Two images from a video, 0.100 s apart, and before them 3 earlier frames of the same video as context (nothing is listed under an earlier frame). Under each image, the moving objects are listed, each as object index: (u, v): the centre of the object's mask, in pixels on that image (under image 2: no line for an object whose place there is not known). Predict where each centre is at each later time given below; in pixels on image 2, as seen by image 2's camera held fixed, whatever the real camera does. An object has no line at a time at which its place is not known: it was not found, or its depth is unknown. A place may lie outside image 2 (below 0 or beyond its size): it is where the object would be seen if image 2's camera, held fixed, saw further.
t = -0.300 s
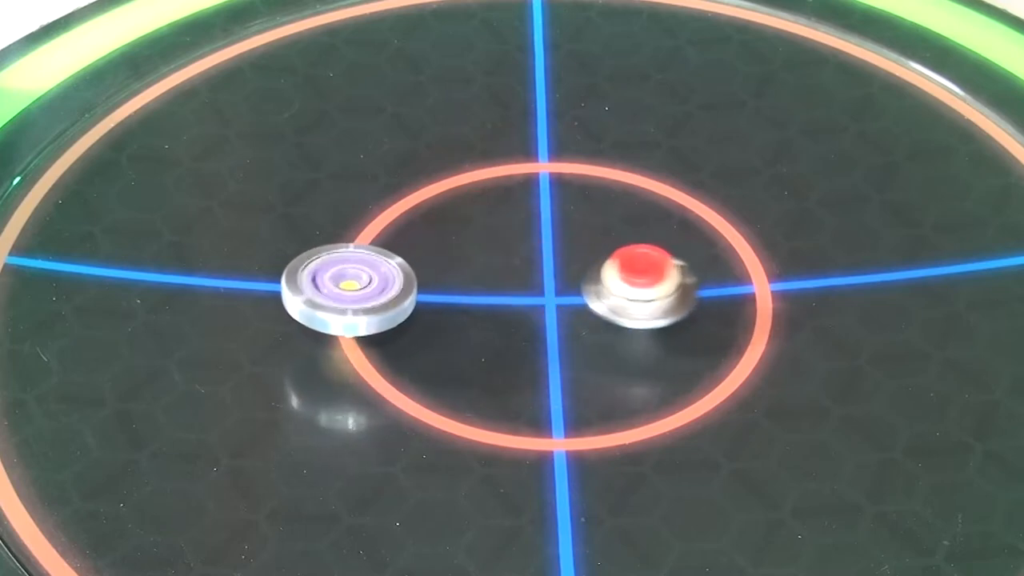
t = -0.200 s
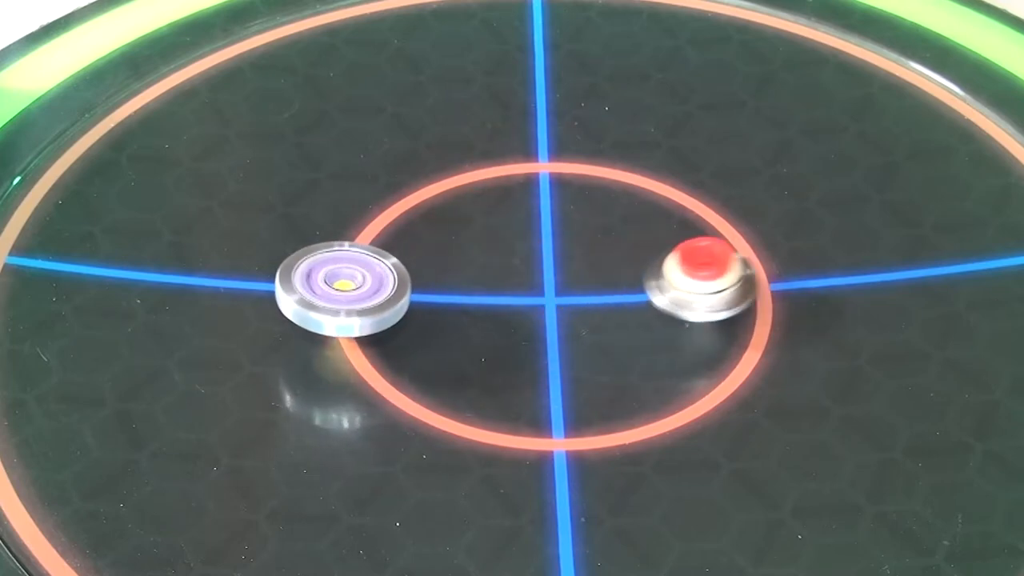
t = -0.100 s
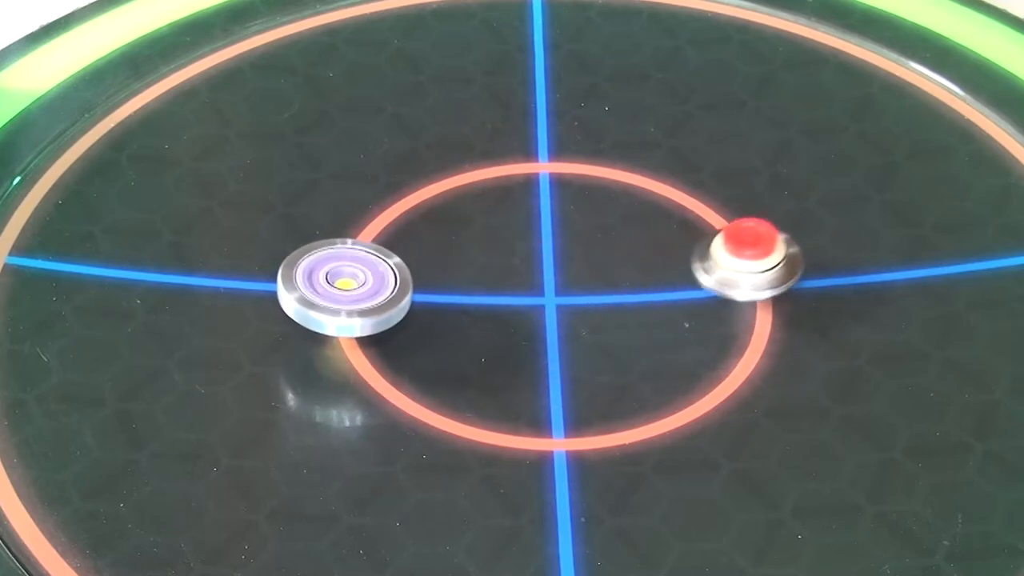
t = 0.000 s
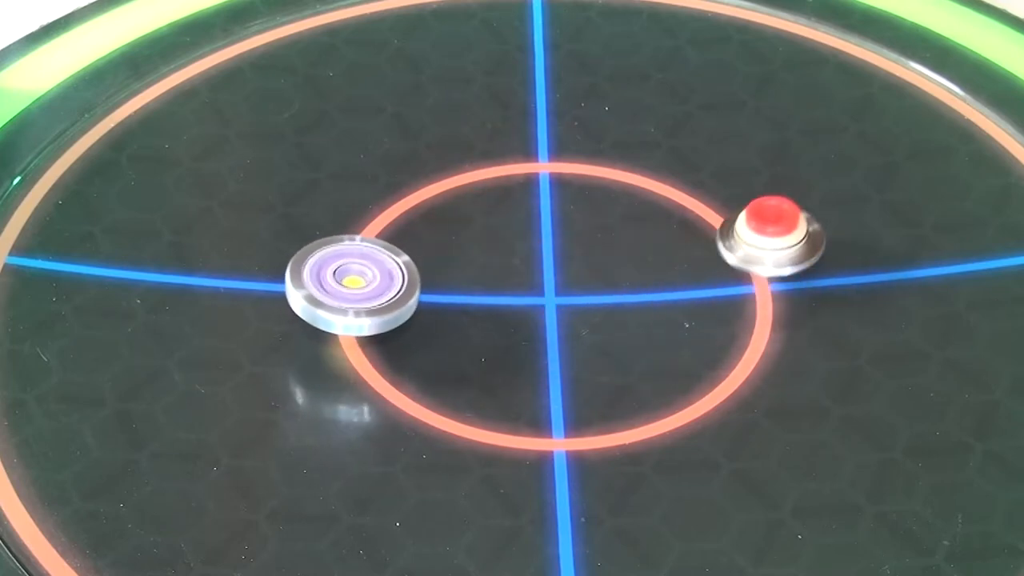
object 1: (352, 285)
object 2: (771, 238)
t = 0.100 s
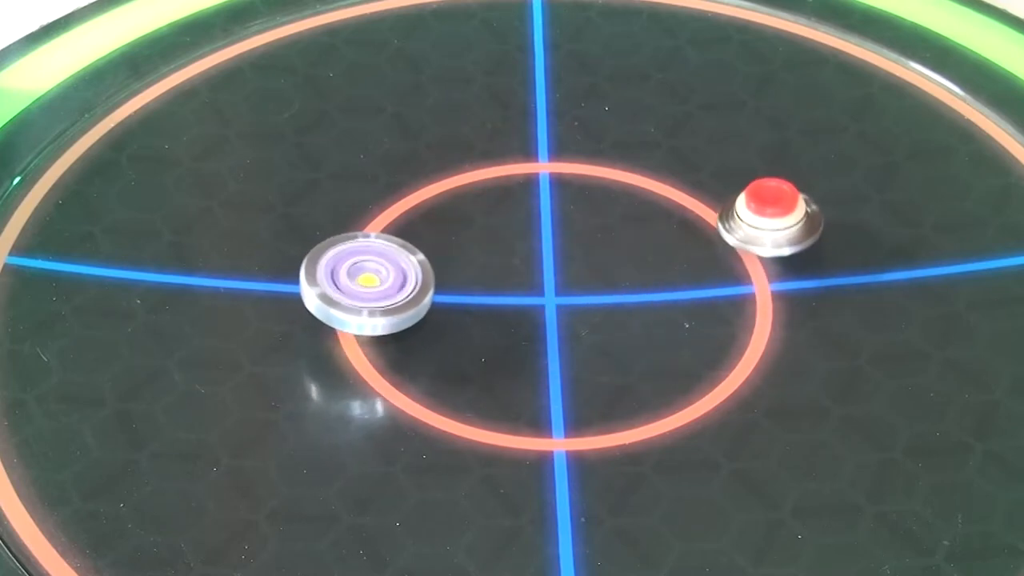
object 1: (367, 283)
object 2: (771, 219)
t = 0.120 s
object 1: (370, 283)
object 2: (768, 216)
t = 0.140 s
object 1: (373, 283)
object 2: (764, 213)
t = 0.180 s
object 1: (381, 283)
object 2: (752, 209)
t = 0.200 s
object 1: (386, 283)
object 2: (745, 207)
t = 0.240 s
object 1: (395, 283)
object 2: (728, 203)
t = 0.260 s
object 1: (399, 283)
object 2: (718, 202)
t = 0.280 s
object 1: (404, 283)
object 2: (707, 202)
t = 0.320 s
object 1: (415, 283)
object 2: (684, 202)
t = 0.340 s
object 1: (420, 283)
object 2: (671, 203)
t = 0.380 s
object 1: (430, 283)
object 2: (646, 207)
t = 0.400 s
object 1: (435, 283)
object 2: (634, 210)
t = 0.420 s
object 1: (440, 283)
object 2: (622, 213)
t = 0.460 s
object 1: (451, 284)
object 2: (599, 221)
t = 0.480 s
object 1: (457, 284)
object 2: (587, 225)
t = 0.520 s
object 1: (468, 285)
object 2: (567, 236)
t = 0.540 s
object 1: (474, 285)
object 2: (563, 240)
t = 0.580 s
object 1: (464, 292)
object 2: (563, 248)
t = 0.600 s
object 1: (455, 295)
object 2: (566, 251)
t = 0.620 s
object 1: (448, 299)
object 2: (573, 253)
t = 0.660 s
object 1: (440, 304)
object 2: (584, 258)
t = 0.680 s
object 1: (440, 306)
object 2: (590, 261)
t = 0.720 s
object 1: (443, 310)
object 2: (601, 266)
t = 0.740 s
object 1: (445, 313)
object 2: (606, 268)
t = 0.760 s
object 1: (447, 315)
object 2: (610, 270)
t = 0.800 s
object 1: (451, 320)
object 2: (620, 273)
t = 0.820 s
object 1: (453, 322)
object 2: (625, 275)
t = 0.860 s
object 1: (456, 327)
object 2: (634, 277)
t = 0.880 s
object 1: (458, 329)
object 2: (638, 277)
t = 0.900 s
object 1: (459, 331)
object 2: (642, 277)
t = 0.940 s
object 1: (462, 336)
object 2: (647, 275)
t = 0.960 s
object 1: (464, 338)
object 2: (650, 274)
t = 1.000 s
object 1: (467, 342)
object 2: (653, 272)
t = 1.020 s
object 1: (469, 343)
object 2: (654, 271)
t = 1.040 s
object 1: (471, 346)
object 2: (654, 270)
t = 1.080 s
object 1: (474, 348)
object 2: (653, 268)
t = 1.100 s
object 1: (476, 350)
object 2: (651, 267)
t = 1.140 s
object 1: (480, 353)
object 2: (647, 265)
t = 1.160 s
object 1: (481, 354)
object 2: (644, 264)
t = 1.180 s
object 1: (483, 355)
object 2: (641, 263)
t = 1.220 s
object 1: (488, 358)
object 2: (634, 262)
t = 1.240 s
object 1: (490, 359)
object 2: (630, 262)
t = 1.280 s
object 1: (495, 360)
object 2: (619, 262)
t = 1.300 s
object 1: (498, 361)
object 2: (614, 262)
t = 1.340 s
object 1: (503, 361)
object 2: (603, 263)
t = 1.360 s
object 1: (506, 361)
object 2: (597, 264)
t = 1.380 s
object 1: (509, 361)
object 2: (591, 265)
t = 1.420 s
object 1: (515, 361)
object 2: (579, 268)
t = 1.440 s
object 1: (517, 360)
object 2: (574, 270)
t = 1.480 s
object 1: (523, 359)
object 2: (564, 274)
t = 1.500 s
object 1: (526, 358)
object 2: (560, 275)
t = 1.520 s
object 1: (529, 358)
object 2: (556, 276)
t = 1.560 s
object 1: (535, 356)
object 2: (547, 280)
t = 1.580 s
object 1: (538, 354)
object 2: (542, 280)
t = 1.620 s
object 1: (539, 356)
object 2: (537, 283)
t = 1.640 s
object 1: (537, 361)
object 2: (540, 283)
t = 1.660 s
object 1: (536, 364)
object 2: (543, 283)
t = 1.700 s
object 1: (538, 365)
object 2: (550, 282)
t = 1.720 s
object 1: (540, 367)
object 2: (553, 282)
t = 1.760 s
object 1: (541, 370)
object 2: (560, 281)
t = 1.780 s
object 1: (542, 371)
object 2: (563, 280)
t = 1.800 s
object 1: (543, 372)
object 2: (565, 279)
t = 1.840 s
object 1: (544, 374)
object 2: (570, 276)
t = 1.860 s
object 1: (544, 375)
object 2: (573, 274)
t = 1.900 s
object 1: (545, 376)
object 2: (577, 270)
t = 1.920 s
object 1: (546, 376)
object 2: (579, 268)
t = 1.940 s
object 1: (547, 376)
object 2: (579, 266)
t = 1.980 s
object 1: (548, 375)
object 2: (579, 262)
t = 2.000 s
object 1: (548, 374)
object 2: (578, 260)
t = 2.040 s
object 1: (550, 372)
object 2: (575, 256)
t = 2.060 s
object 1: (551, 371)
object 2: (574, 254)
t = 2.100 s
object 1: (553, 368)
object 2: (569, 251)
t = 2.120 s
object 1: (554, 366)
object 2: (567, 250)
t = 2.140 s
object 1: (554, 365)
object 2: (564, 248)
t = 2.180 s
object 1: (556, 361)
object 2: (558, 247)
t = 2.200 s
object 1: (557, 359)
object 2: (555, 247)
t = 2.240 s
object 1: (560, 355)
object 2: (549, 246)
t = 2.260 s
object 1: (561, 353)
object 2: (545, 246)
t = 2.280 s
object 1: (563, 351)
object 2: (542, 246)
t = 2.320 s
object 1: (565, 346)
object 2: (536, 247)
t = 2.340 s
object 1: (567, 344)
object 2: (533, 248)
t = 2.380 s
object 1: (570, 339)
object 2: (527, 250)
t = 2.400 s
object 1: (572, 337)
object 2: (525, 251)
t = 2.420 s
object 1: (574, 334)
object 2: (521, 252)
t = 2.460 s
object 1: (577, 329)
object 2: (517, 254)
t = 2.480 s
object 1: (580, 327)
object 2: (515, 256)
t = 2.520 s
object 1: (584, 322)
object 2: (511, 258)
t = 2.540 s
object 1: (587, 319)
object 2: (509, 260)
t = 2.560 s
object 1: (589, 317)
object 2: (509, 263)
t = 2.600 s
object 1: (594, 312)
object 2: (508, 266)
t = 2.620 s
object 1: (597, 309)
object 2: (509, 269)
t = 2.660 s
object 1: (604, 306)
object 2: (509, 271)
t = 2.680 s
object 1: (607, 304)
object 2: (510, 272)
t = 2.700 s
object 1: (610, 302)
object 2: (510, 273)
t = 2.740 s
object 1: (617, 298)
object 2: (513, 274)
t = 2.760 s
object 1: (620, 297)
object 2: (515, 275)
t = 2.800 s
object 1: (628, 293)
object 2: (519, 276)
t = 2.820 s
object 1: (631, 293)
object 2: (521, 276)
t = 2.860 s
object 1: (641, 293)
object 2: (529, 275)
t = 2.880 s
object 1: (647, 293)
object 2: (533, 275)
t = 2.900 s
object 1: (654, 294)
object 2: (538, 274)
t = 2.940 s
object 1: (672, 295)
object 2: (548, 272)
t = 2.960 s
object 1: (680, 294)
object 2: (554, 270)
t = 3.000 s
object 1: (696, 294)
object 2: (565, 268)
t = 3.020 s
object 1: (704, 294)
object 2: (570, 266)
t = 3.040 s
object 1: (711, 294)
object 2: (575, 264)
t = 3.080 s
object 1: (722, 294)
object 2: (584, 259)
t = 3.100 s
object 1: (728, 295)
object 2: (588, 257)
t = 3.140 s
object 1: (736, 295)
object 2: (594, 252)
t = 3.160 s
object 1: (740, 296)
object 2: (597, 250)
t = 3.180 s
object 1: (743, 297)
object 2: (598, 246)
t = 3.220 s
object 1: (750, 299)
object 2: (599, 241)
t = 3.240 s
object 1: (752, 301)
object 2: (599, 238)
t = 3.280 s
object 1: (758, 304)
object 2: (597, 233)
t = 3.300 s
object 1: (759, 306)
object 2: (595, 230)
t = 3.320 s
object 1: (761, 307)
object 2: (593, 228)
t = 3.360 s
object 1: (763, 311)
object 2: (587, 225)
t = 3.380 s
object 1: (763, 313)
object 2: (584, 223)
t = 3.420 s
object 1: (763, 317)
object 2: (577, 222)
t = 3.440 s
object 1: (762, 318)
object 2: (573, 222)
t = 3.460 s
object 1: (762, 320)
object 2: (569, 222)
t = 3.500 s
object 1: (759, 324)
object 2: (560, 223)
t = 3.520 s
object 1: (757, 326)
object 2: (556, 224)
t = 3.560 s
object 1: (752, 328)
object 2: (549, 227)
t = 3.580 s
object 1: (749, 330)
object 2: (545, 230)
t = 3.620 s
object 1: (743, 332)
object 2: (539, 235)
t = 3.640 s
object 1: (739, 333)
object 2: (536, 237)
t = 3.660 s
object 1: (735, 333)
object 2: (534, 240)
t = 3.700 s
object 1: (727, 334)
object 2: (529, 247)
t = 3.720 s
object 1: (722, 334)
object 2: (528, 250)
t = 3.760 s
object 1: (712, 334)
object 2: (528, 258)
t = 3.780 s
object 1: (707, 333)
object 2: (528, 262)
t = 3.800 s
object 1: (702, 332)
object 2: (529, 265)
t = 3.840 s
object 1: (691, 330)
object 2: (532, 273)
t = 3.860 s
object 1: (686, 328)
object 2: (535, 277)
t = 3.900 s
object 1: (675, 324)
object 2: (540, 283)
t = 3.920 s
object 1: (669, 322)
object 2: (543, 286)
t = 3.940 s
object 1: (663, 319)
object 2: (546, 289)
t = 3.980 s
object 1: (656, 312)
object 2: (549, 292)
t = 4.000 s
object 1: (657, 311)
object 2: (552, 292)
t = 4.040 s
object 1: (659, 319)
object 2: (562, 287)
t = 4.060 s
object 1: (660, 322)
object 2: (568, 283)
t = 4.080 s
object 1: (663, 326)
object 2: (574, 277)
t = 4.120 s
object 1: (665, 330)
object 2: (586, 267)
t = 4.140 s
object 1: (665, 330)
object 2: (593, 263)
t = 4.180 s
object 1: (667, 331)
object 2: (609, 255)
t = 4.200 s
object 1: (667, 332)
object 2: (617, 251)
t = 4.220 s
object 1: (667, 333)
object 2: (625, 248)
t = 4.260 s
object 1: (667, 335)
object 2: (640, 240)
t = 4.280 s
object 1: (666, 336)
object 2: (646, 236)
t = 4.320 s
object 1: (664, 337)
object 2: (658, 227)
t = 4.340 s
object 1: (662, 338)
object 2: (663, 222)
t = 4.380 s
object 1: (659, 339)
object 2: (672, 212)
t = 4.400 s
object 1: (657, 339)
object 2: (675, 207)
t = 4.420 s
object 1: (654, 339)
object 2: (678, 202)
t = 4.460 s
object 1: (649, 339)
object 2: (682, 192)
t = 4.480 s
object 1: (647, 338)
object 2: (682, 187)
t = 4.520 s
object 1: (642, 337)
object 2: (681, 179)
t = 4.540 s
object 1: (639, 336)
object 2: (679, 175)
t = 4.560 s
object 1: (637, 335)
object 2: (676, 172)
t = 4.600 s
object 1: (633, 332)
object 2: (669, 167)
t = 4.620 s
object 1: (630, 331)
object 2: (665, 165)
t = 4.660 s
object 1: (626, 327)
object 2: (654, 162)
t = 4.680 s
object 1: (624, 325)
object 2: (648, 162)
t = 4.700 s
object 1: (622, 323)
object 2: (641, 163)
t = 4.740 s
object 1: (618, 318)
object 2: (627, 166)
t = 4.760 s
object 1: (617, 315)
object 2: (619, 169)
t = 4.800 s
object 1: (614, 310)
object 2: (604, 176)
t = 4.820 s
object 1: (613, 308)
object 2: (597, 180)
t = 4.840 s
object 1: (612, 305)
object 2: (590, 184)
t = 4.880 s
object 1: (610, 299)
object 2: (577, 195)
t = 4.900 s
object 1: (609, 296)
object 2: (571, 200)
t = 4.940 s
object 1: (608, 291)
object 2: (562, 211)
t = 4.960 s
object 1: (608, 287)
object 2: (557, 216)
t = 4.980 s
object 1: (609, 285)
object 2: (549, 220)
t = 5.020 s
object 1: (610, 281)
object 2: (539, 232)
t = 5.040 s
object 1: (612, 283)
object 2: (537, 236)
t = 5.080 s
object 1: (616, 287)
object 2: (533, 243)
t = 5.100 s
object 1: (618, 290)
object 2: (532, 245)
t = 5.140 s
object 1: (620, 299)
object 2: (532, 251)
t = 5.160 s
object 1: (623, 304)
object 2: (534, 253)
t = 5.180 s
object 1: (625, 310)
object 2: (536, 255)
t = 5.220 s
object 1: (632, 318)
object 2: (540, 263)
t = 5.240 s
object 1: (635, 321)
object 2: (542, 268)
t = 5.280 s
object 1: (644, 327)
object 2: (547, 280)
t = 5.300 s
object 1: (651, 332)
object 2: (549, 284)
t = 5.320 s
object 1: (658, 338)
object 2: (549, 287)
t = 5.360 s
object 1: (667, 349)
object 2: (550, 295)
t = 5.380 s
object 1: (670, 353)
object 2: (552, 300)
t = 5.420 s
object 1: (675, 361)
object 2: (556, 310)
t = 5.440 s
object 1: (676, 365)
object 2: (559, 315)
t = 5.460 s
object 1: (677, 369)
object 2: (563, 320)
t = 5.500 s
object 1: (677, 379)
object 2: (571, 329)
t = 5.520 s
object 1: (675, 384)
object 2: (575, 333)
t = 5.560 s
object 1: (674, 395)
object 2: (582, 337)
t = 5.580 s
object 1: (674, 403)
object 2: (584, 335)
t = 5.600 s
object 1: (672, 409)
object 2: (585, 333)
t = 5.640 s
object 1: (665, 419)
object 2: (588, 329)
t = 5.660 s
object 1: (660, 423)
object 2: (589, 326)
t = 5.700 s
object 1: (647, 431)
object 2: (590, 321)
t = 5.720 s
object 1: (641, 433)
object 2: (589, 317)
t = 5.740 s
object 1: (634, 435)
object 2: (588, 314)
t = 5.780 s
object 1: (618, 438)
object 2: (584, 307)
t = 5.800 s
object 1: (611, 439)
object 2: (582, 304)
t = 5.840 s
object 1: (594, 438)
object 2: (575, 297)
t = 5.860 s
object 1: (585, 438)
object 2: (571, 293)
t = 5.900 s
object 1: (570, 434)
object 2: (562, 286)
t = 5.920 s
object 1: (562, 431)
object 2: (557, 283)
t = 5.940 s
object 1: (554, 428)
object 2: (552, 280)
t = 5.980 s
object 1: (541, 420)
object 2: (540, 274)
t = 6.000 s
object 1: (535, 416)
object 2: (534, 271)
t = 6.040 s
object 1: (524, 406)
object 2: (521, 267)
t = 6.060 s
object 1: (520, 400)
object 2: (515, 265)
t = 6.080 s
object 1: (516, 395)
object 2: (508, 264)
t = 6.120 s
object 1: (511, 384)
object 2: (495, 261)
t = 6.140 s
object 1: (510, 377)
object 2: (489, 261)
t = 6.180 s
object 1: (508, 366)
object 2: (477, 260)
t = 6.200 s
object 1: (510, 360)
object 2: (472, 260)
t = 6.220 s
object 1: (511, 354)
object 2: (466, 260)
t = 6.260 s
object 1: (515, 344)
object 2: (456, 259)
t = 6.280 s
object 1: (518, 338)
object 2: (451, 260)
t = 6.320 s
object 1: (525, 328)
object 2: (443, 263)
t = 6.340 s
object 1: (529, 324)
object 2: (441, 264)
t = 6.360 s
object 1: (534, 319)
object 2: (440, 267)
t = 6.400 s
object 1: (544, 311)
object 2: (440, 271)
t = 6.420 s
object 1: (550, 307)
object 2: (441, 273)
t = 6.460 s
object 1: (562, 301)
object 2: (446, 277)
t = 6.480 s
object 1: (568, 297)
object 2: (449, 278)
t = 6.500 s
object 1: (575, 294)
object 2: (453, 279)
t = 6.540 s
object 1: (589, 290)
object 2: (460, 281)
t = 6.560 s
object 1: (595, 288)
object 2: (464, 282)
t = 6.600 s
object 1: (610, 284)
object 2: (475, 282)
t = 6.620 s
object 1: (617, 283)
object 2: (480, 282)
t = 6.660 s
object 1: (631, 281)
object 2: (491, 281)
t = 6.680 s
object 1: (638, 281)
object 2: (497, 280)
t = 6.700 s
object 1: (645, 282)
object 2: (503, 278)
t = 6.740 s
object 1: (659, 283)
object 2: (513, 274)
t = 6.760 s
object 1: (665, 284)
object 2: (519, 272)
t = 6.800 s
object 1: (677, 287)
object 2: (530, 267)
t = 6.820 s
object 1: (683, 289)
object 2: (535, 264)
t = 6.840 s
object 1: (689, 291)
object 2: (539, 260)
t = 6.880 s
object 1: (699, 296)
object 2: (547, 253)
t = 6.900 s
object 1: (704, 298)
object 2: (551, 249)
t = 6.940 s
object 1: (712, 305)
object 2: (555, 241)
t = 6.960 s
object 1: (714, 308)
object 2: (557, 237)
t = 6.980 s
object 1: (717, 312)
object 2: (558, 234)
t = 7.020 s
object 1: (720, 321)
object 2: (559, 226)
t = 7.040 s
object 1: (720, 325)
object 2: (558, 223)
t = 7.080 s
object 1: (720, 334)
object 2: (556, 217)
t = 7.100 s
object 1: (718, 338)
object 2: (554, 214)
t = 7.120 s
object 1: (715, 343)
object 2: (553, 212)
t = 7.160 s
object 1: (709, 350)
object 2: (549, 208)
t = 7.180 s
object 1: (704, 354)
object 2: (547, 207)
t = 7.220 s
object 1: (694, 360)
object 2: (542, 205)
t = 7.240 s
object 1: (688, 363)
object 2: (539, 204)
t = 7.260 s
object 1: (682, 365)
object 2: (536, 204)
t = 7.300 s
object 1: (668, 369)
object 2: (531, 205)
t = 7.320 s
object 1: (660, 370)
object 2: (527, 207)
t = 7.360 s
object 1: (644, 371)
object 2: (523, 210)
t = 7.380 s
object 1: (636, 371)
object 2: (521, 212)
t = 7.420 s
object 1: (620, 368)
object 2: (517, 217)
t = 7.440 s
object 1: (612, 367)
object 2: (516, 220)
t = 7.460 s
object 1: (604, 364)
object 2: (515, 224)
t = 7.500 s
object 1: (590, 358)
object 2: (516, 231)
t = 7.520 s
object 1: (583, 355)
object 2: (516, 234)
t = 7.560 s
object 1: (572, 347)
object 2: (520, 242)
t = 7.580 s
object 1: (567, 342)
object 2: (523, 246)
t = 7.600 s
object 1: (562, 337)
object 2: (526, 249)
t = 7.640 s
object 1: (555, 330)
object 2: (535, 252)
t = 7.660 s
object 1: (552, 330)
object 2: (539, 250)
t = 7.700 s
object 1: (547, 330)
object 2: (548, 247)
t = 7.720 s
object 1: (545, 327)
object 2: (552, 246)
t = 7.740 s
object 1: (543, 324)
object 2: (556, 245)
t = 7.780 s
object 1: (540, 316)
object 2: (565, 243)
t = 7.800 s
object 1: (540, 312)
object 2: (570, 241)
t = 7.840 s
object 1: (537, 308)
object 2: (580, 235)
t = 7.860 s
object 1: (536, 306)
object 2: (584, 232)
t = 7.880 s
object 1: (537, 303)
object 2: (588, 230)
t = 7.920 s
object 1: (541, 299)
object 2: (595, 224)
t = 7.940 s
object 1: (542, 297)
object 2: (597, 221)
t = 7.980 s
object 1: (547, 291)
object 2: (600, 214)
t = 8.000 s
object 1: (550, 289)
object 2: (601, 211)
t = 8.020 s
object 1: (553, 288)
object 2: (602, 208)
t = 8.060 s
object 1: (559, 283)
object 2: (602, 203)
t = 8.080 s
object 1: (563, 281)
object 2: (601, 201)
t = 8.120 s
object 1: (570, 279)
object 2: (598, 198)
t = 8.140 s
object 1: (574, 277)
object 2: (596, 196)
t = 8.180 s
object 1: (583, 275)
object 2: (590, 194)
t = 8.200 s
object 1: (586, 274)
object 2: (587, 194)
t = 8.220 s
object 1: (590, 273)
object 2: (584, 193)
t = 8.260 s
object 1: (599, 271)
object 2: (576, 195)
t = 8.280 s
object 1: (603, 273)
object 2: (573, 197)
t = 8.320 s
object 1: (608, 273)
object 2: (566, 202)
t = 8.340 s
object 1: (612, 272)
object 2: (563, 205)
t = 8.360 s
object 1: (616, 273)
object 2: (560, 209)
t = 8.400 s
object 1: (619, 276)
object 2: (554, 216)
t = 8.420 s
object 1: (621, 278)
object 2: (553, 219)
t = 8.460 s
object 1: (625, 284)
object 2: (551, 227)
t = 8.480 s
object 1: (627, 285)
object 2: (551, 231)
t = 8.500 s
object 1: (630, 287)
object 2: (550, 235)
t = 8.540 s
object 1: (637, 297)
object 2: (549, 240)
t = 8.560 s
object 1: (639, 301)
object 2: (548, 242)
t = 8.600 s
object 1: (639, 308)
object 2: (546, 248)
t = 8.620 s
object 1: (639, 310)
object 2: (546, 251)
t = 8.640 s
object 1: (640, 313)
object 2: (546, 254)
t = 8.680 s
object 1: (637, 319)
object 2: (548, 259)
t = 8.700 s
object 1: (635, 321)
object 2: (549, 262)
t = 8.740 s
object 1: (630, 326)
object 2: (551, 268)
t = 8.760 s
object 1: (627, 329)
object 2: (553, 270)
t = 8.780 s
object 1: (625, 334)
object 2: (552, 269)
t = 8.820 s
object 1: (621, 343)
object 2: (550, 265)
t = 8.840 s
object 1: (616, 346)
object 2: (550, 264)
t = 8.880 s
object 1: (605, 349)
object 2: (550, 262)
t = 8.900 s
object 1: (600, 350)
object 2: (549, 261)
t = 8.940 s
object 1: (591, 350)
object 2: (549, 260)
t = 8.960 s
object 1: (587, 349)
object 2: (547, 258)
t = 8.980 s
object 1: (581, 348)
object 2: (547, 257)
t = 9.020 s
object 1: (570, 345)
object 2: (546, 256)
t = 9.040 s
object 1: (565, 342)
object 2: (545, 255)
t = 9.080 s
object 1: (559, 337)
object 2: (543, 253)
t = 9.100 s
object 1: (556, 334)
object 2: (542, 252)
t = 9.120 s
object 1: (554, 331)
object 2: (541, 251)
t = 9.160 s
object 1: (552, 326)
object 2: (540, 248)
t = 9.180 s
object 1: (550, 323)
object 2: (539, 246)
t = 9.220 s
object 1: (547, 318)
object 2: (538, 240)
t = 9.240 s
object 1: (545, 318)
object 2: (537, 237)
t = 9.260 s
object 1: (544, 317)
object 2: (537, 234)
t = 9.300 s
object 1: (543, 314)
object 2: (535, 230)
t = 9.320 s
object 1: (544, 313)
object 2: (534, 228)
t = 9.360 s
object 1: (548, 310)
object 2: (532, 225)
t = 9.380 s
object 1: (551, 309)
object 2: (531, 224)
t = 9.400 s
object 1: (552, 307)
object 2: (530, 222)
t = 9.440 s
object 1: (557, 304)
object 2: (528, 221)
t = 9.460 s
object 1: (561, 304)
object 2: (527, 221)
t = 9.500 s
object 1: (567, 302)
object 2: (525, 221)
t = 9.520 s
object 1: (569, 301)
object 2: (524, 221)
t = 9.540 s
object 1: (573, 299)
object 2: (523, 222)
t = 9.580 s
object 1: (580, 299)
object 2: (521, 222)
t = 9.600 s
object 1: (583, 299)
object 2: (521, 224)
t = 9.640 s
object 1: (588, 298)
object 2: (520, 226)
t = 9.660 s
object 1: (592, 298)
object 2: (521, 228)
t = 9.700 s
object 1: (597, 300)
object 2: (520, 230)
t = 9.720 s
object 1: (598, 301)
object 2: (521, 232)
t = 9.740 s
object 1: (599, 301)
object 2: (522, 233)
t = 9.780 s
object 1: (604, 301)
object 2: (524, 238)
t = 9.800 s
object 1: (606, 302)
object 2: (524, 239)
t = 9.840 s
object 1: (607, 304)
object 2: (528, 244)
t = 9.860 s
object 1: (607, 304)
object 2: (530, 245)
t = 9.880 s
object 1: (607, 304)
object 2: (532, 247)
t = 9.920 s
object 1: (610, 310)
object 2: (536, 246)
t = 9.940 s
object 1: (611, 313)
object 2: (537, 246)
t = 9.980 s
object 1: (609, 317)
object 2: (539, 245)
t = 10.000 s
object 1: (608, 318)
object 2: (540, 245)
